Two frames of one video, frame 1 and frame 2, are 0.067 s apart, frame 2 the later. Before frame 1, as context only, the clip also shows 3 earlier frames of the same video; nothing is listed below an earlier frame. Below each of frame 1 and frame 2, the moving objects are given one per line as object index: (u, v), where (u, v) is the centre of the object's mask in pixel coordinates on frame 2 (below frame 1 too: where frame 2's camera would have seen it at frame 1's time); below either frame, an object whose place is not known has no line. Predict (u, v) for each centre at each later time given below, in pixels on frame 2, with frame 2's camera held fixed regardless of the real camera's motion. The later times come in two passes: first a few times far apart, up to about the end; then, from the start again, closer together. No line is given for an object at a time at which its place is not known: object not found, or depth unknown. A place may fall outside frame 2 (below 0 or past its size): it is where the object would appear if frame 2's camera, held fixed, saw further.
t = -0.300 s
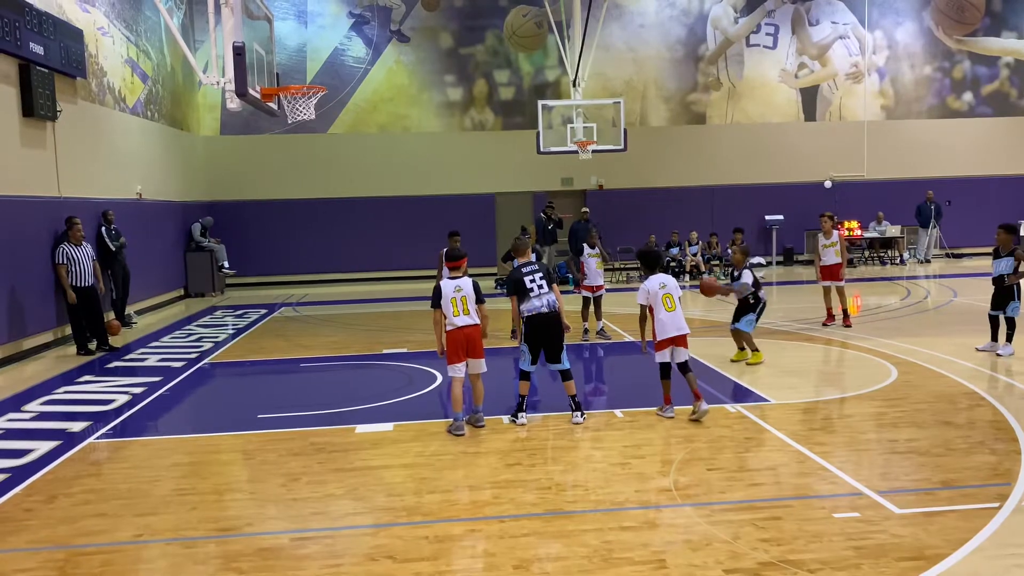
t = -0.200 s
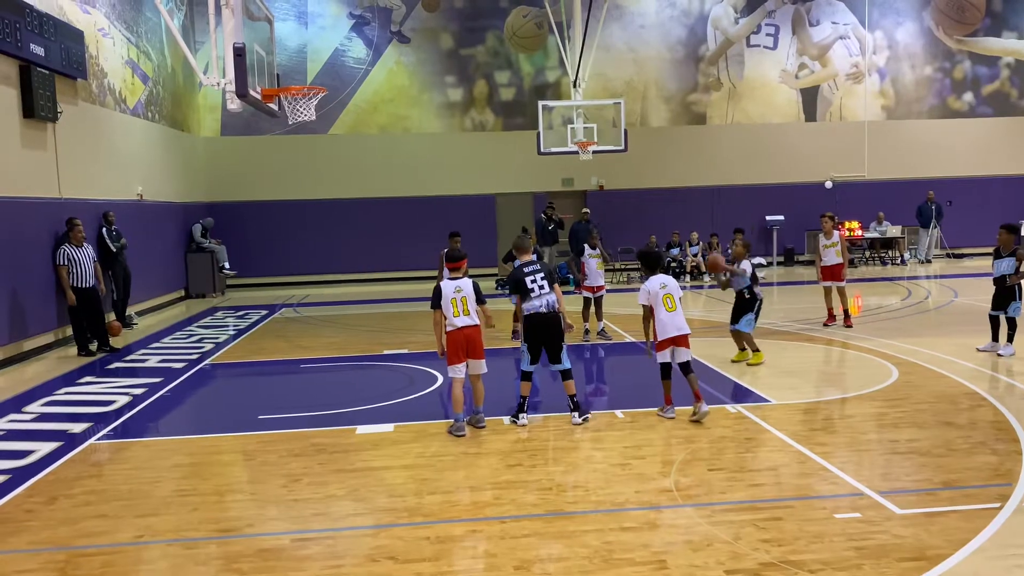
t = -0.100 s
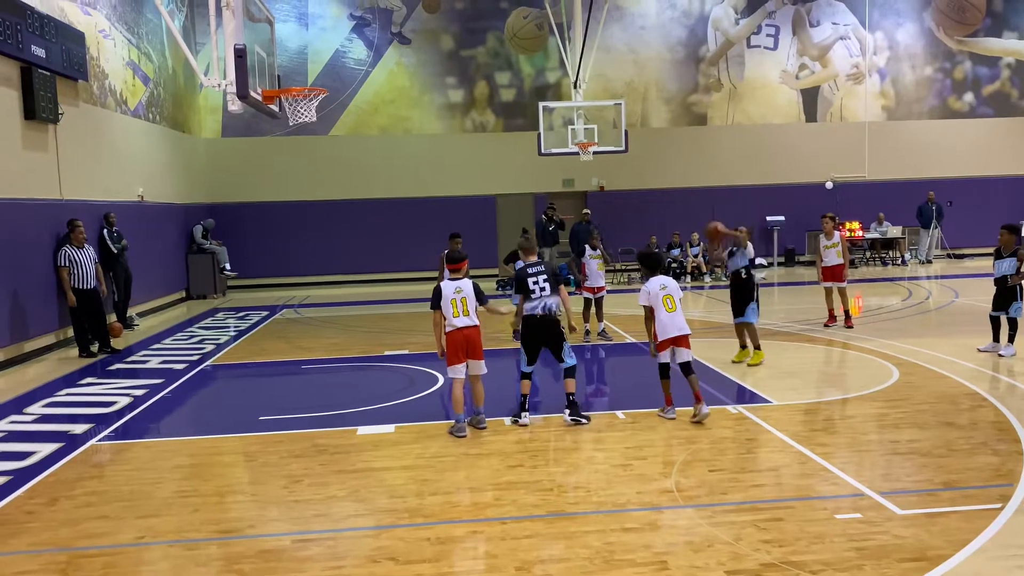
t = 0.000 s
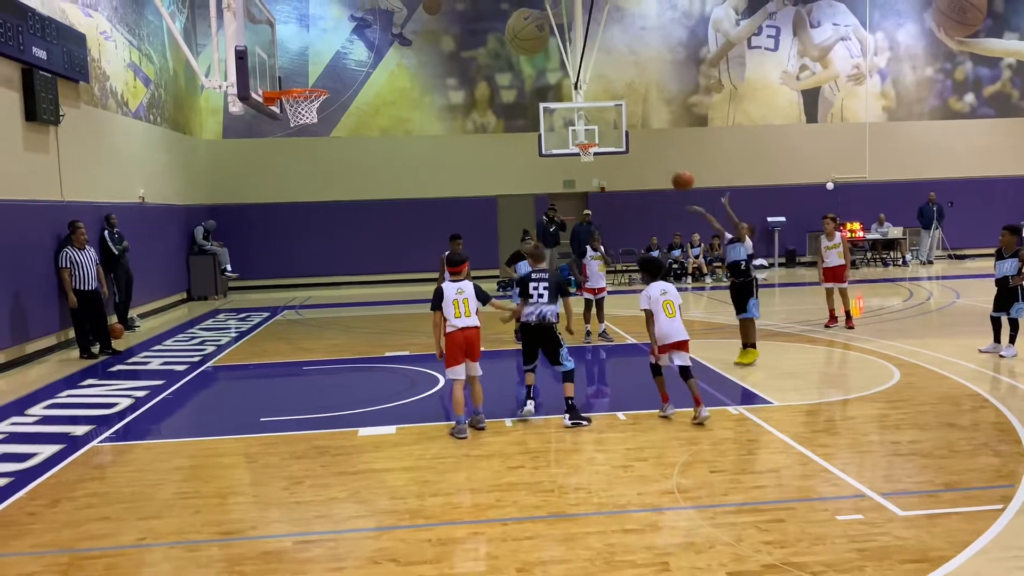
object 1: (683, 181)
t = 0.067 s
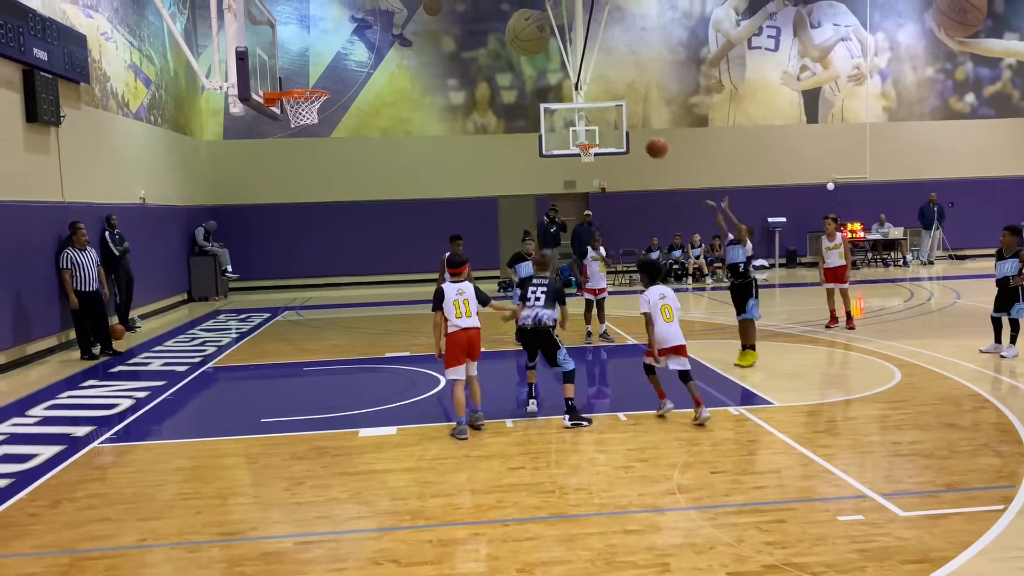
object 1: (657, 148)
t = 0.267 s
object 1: (577, 68)
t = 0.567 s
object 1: (461, 18)
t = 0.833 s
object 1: (357, 48)
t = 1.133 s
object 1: (298, 123)
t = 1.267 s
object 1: (313, 153)
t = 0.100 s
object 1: (644, 132)
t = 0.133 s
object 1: (630, 118)
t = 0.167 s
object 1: (617, 104)
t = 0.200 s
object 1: (603, 91)
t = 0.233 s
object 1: (591, 80)
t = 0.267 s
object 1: (577, 68)
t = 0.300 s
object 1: (564, 59)
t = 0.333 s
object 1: (552, 50)
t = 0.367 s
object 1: (538, 42)
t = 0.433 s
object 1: (511, 30)
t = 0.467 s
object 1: (499, 25)
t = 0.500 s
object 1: (486, 21)
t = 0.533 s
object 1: (473, 18)
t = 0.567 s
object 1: (461, 18)
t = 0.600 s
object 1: (447, 18)
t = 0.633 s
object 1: (434, 18)
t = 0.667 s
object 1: (421, 22)
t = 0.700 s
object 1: (409, 25)
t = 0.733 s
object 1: (396, 30)
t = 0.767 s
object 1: (383, 34)
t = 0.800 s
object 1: (370, 40)
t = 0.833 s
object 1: (357, 48)
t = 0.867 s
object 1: (345, 56)
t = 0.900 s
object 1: (333, 66)
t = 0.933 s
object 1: (321, 76)
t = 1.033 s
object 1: (288, 108)
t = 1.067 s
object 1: (291, 118)
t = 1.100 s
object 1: (296, 119)
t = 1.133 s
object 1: (298, 123)
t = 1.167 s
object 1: (302, 129)
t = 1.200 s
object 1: (305, 135)
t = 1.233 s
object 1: (309, 143)
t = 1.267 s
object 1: (313, 153)
